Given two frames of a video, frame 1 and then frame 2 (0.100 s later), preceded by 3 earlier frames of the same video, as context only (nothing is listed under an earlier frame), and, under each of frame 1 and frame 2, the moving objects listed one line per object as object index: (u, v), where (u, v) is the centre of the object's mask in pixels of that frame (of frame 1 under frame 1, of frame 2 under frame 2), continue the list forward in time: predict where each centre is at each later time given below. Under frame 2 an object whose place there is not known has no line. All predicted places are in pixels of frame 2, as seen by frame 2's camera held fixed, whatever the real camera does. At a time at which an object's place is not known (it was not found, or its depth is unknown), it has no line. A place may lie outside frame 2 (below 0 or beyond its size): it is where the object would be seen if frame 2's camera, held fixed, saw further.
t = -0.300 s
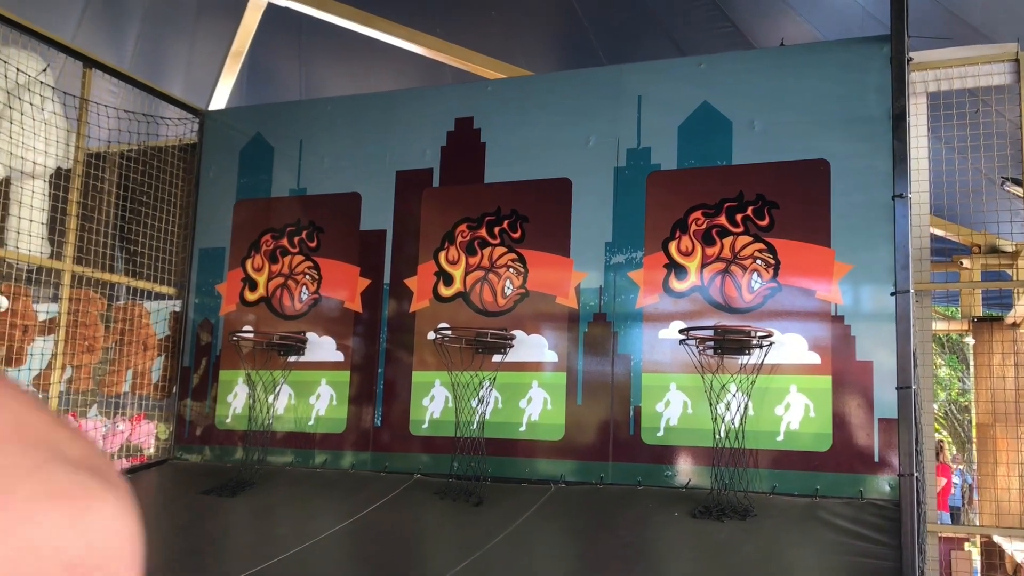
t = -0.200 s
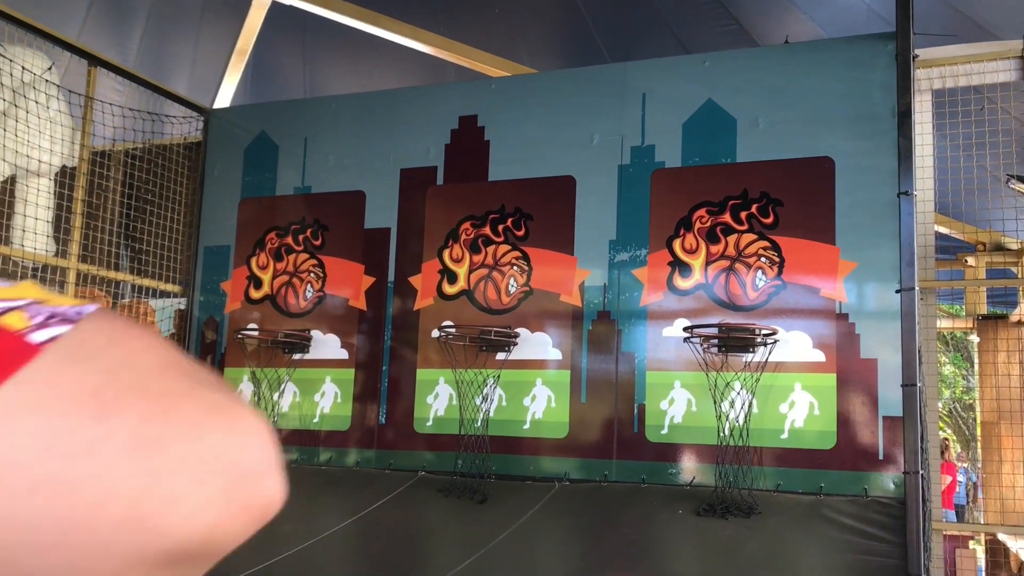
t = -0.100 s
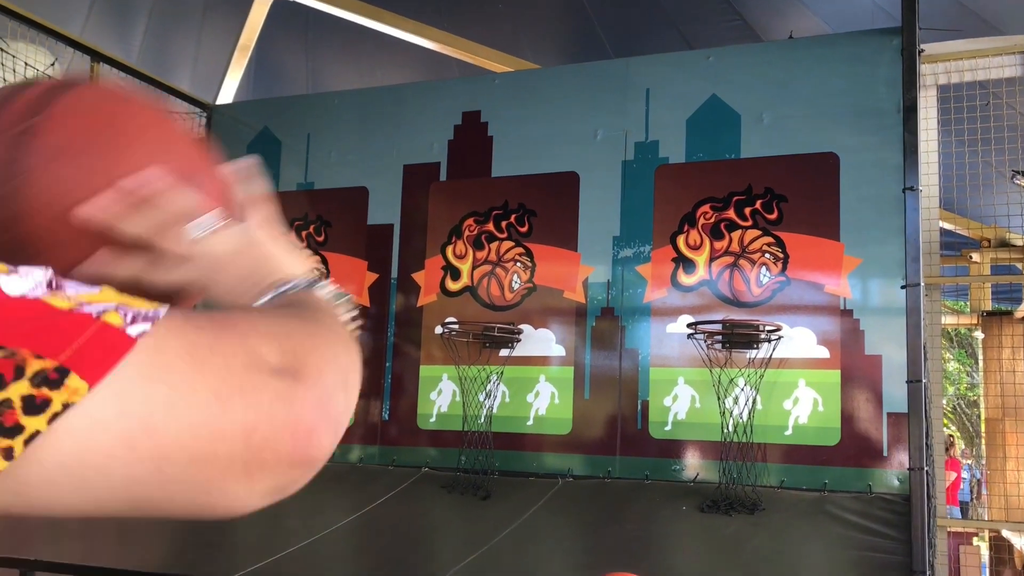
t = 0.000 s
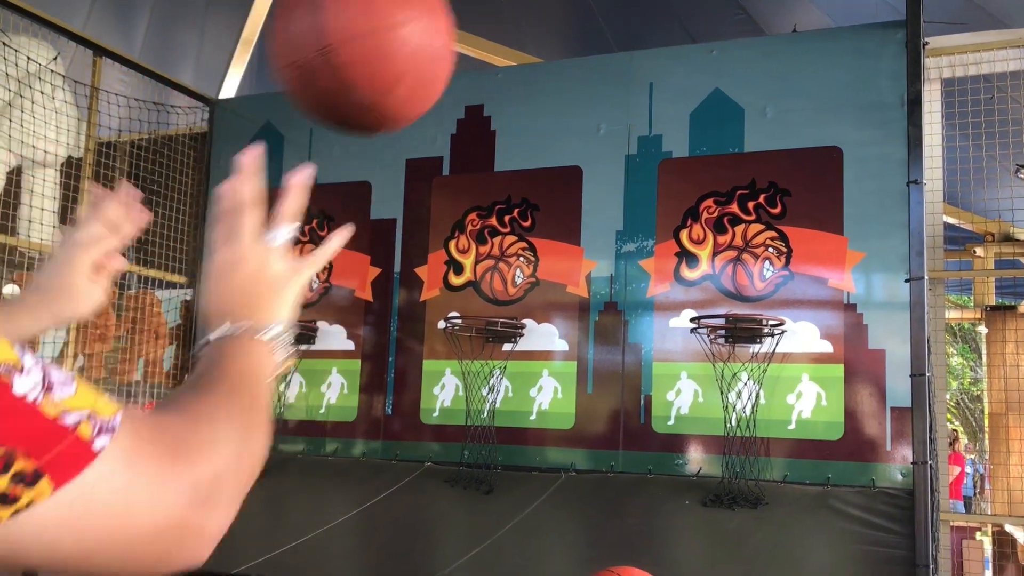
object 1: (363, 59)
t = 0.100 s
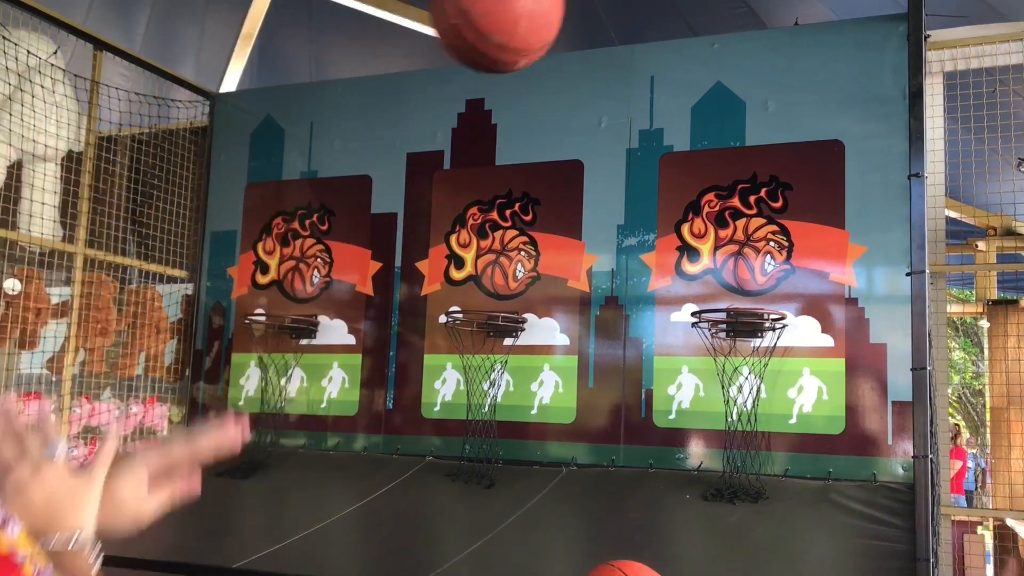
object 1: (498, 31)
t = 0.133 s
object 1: (526, 32)
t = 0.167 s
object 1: (550, 36)
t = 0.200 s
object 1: (571, 41)
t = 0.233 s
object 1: (588, 50)
